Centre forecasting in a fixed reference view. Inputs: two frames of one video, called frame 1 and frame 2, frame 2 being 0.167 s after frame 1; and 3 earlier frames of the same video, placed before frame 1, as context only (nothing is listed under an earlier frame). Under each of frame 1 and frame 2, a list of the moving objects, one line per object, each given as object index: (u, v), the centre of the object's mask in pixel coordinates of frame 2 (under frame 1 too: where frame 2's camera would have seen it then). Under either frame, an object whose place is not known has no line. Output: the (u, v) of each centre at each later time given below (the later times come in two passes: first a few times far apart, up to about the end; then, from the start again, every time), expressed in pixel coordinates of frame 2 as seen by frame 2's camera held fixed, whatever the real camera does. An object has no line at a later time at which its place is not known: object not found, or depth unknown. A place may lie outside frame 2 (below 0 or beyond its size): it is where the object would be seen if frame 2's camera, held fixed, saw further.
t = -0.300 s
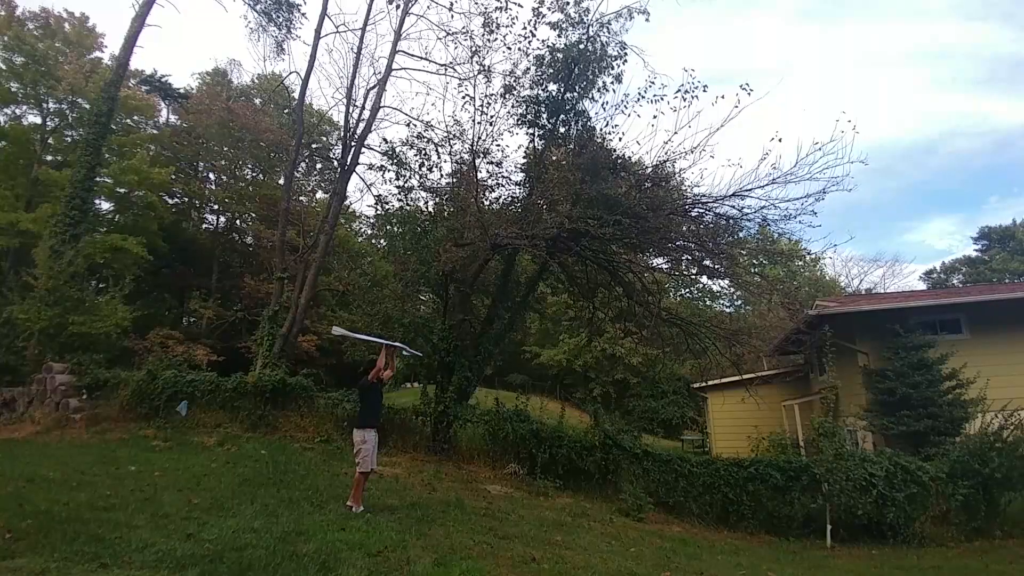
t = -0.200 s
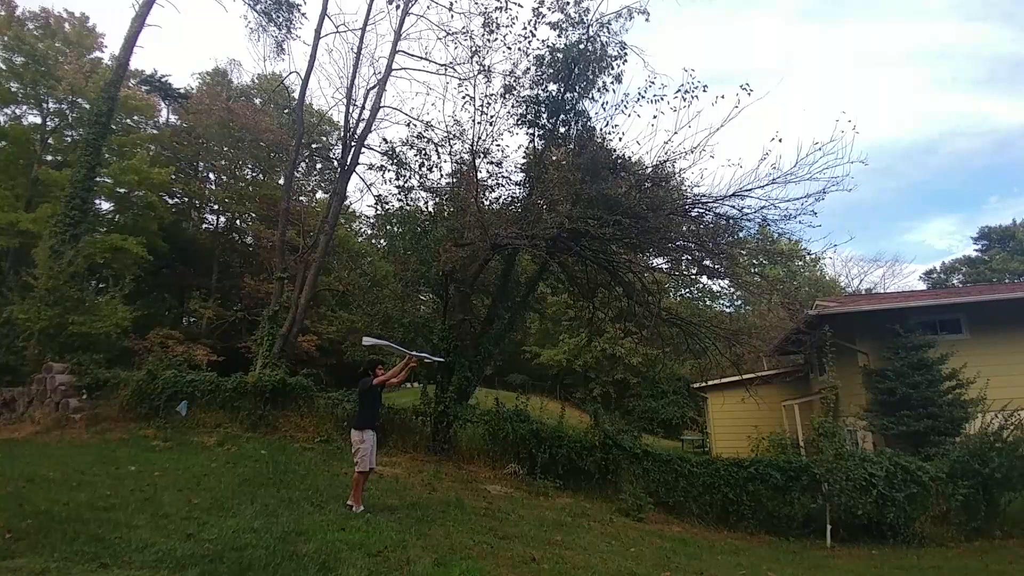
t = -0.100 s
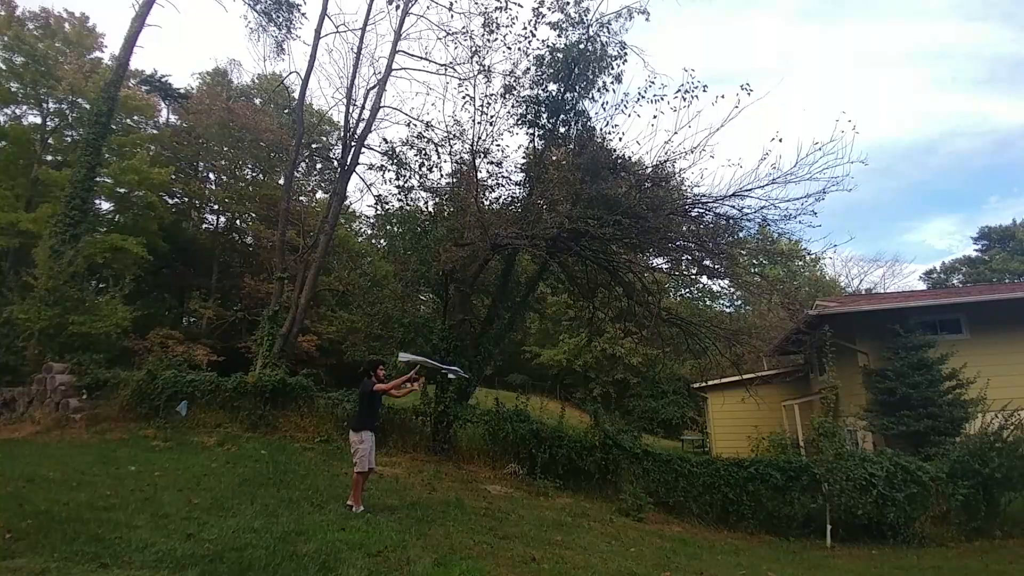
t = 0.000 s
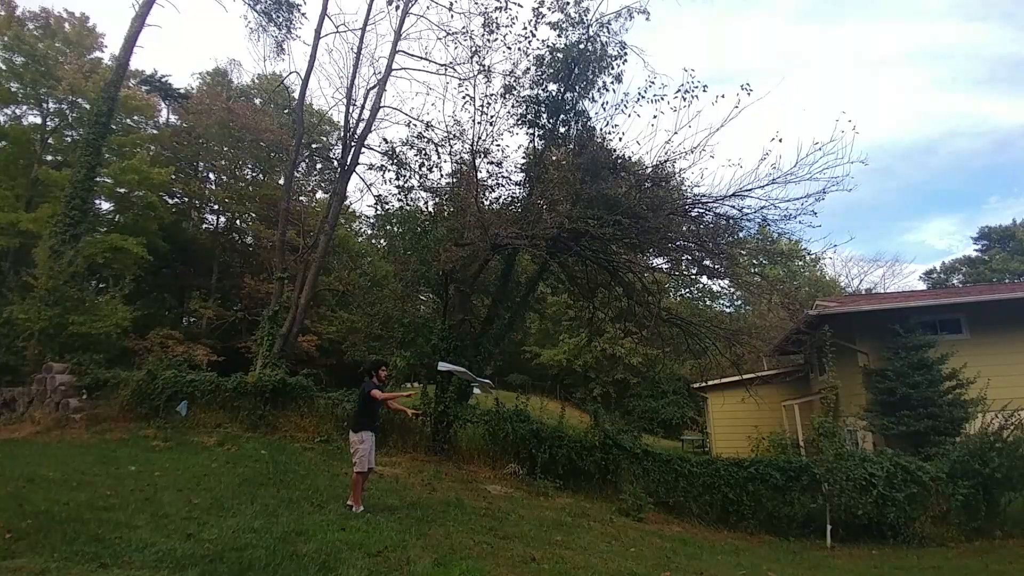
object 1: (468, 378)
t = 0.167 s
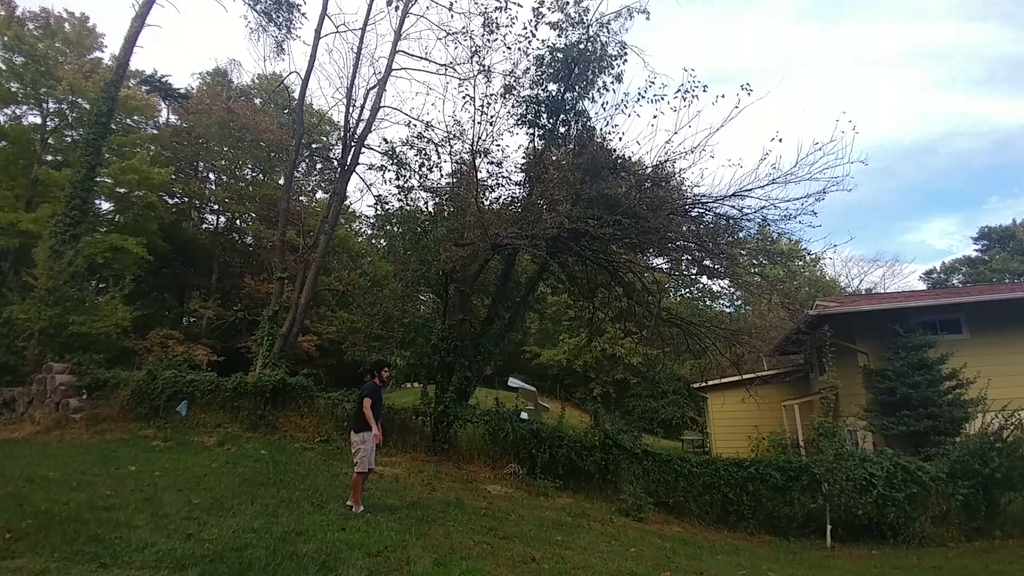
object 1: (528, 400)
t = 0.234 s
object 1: (555, 411)
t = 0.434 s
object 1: (635, 463)
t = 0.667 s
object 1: (742, 518)
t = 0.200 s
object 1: (542, 406)
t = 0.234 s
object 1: (555, 411)
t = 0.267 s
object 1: (567, 418)
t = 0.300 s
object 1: (581, 427)
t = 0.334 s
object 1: (594, 436)
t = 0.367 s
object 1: (607, 444)
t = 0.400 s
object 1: (621, 454)
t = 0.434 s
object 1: (635, 463)
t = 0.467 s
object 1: (649, 473)
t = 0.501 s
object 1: (664, 482)
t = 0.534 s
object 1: (678, 491)
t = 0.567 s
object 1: (694, 498)
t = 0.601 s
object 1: (709, 506)
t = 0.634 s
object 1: (726, 512)
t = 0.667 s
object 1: (742, 518)
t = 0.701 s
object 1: (758, 524)
